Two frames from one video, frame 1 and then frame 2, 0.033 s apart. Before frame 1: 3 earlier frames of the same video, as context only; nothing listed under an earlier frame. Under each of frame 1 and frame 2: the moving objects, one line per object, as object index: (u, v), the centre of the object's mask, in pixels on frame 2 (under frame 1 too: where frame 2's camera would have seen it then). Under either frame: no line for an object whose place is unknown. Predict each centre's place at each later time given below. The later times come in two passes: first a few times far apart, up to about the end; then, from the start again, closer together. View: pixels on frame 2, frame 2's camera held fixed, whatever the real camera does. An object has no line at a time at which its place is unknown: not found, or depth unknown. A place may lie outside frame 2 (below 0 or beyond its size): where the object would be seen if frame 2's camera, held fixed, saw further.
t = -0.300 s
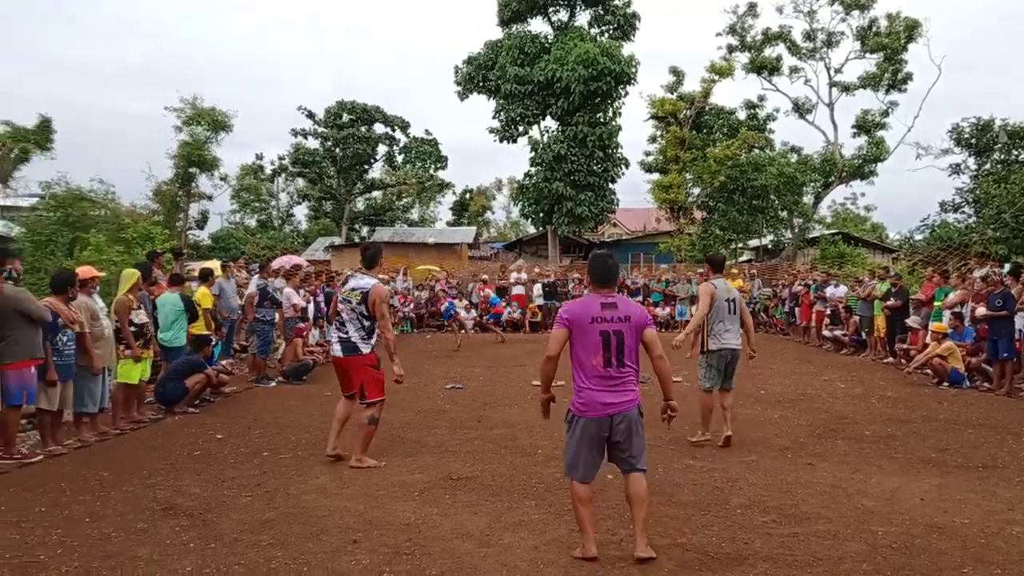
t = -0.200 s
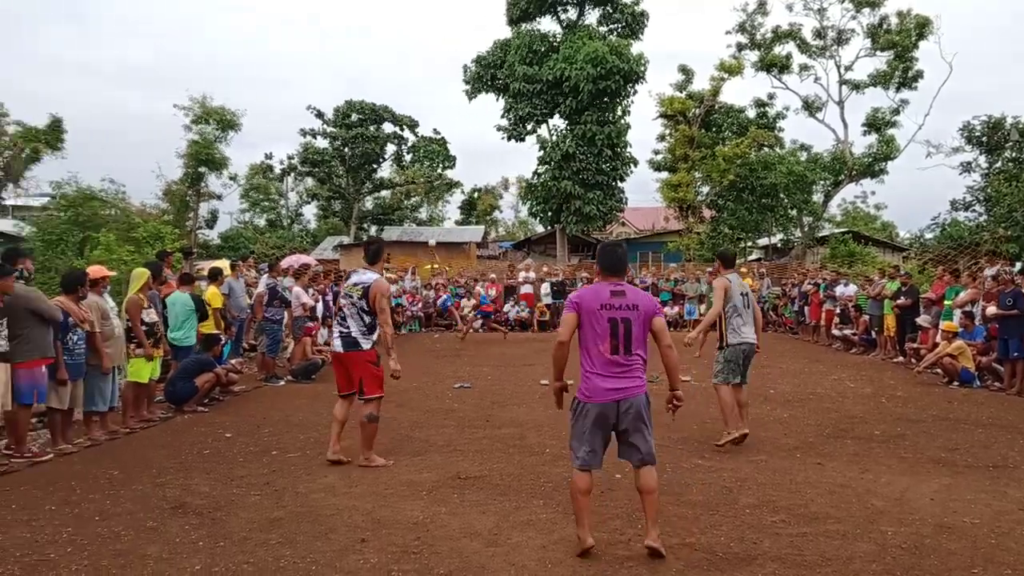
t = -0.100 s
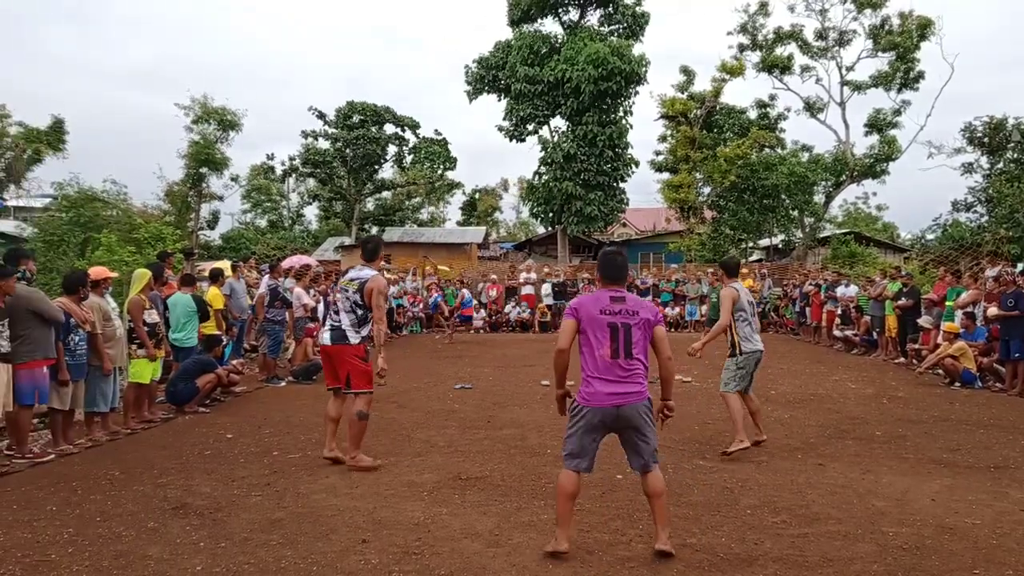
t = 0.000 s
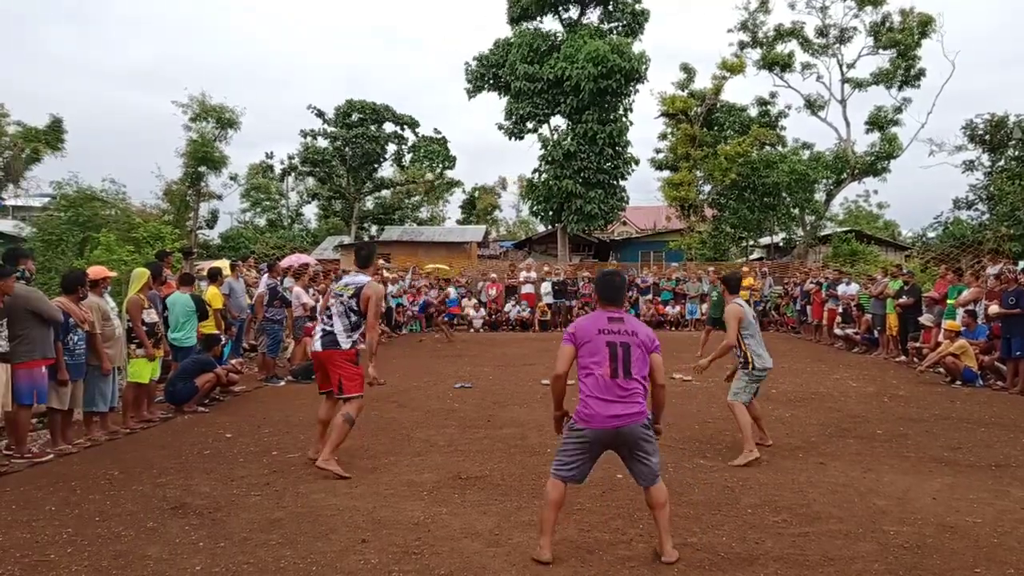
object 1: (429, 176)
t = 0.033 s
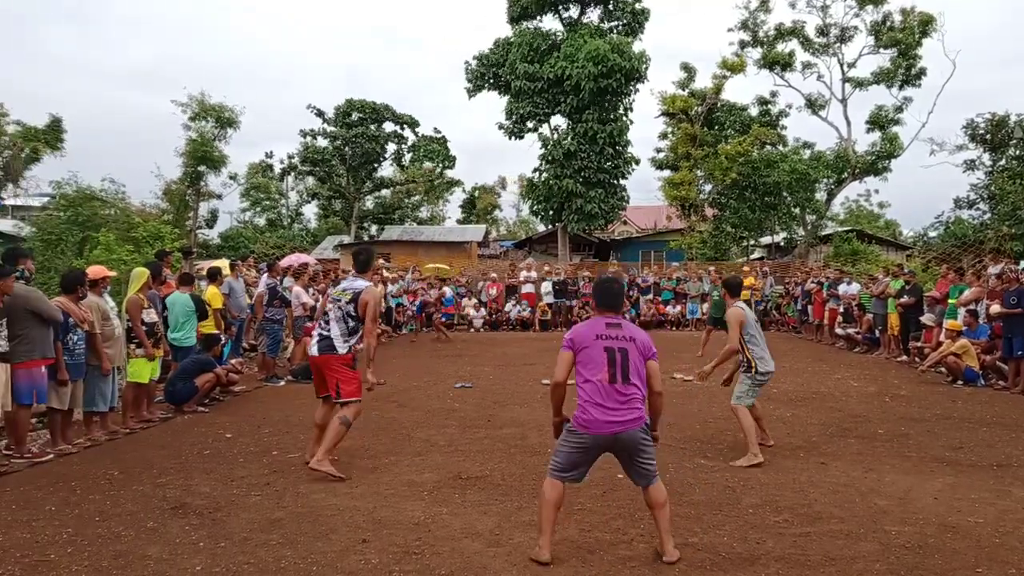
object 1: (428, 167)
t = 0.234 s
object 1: (424, 113)
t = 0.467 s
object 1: (412, 57)
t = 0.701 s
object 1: (397, 26)
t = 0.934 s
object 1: (373, 41)
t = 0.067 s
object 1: (427, 155)
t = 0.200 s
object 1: (425, 121)
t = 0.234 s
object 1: (424, 113)
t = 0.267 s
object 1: (422, 105)
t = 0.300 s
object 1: (421, 95)
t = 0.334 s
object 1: (419, 86)
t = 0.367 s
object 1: (417, 78)
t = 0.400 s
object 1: (415, 70)
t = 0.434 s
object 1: (414, 64)
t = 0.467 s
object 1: (412, 57)
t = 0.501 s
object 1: (410, 50)
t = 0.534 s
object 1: (408, 44)
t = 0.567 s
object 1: (406, 40)
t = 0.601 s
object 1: (404, 37)
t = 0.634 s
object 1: (402, 33)
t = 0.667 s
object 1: (399, 29)
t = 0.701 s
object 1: (397, 26)
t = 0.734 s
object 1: (394, 24)
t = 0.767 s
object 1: (390, 23)
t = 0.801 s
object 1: (388, 24)
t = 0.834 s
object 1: (385, 27)
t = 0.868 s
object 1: (381, 30)
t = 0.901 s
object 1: (377, 35)
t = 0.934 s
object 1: (373, 41)
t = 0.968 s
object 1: (369, 50)
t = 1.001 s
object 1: (364, 61)
